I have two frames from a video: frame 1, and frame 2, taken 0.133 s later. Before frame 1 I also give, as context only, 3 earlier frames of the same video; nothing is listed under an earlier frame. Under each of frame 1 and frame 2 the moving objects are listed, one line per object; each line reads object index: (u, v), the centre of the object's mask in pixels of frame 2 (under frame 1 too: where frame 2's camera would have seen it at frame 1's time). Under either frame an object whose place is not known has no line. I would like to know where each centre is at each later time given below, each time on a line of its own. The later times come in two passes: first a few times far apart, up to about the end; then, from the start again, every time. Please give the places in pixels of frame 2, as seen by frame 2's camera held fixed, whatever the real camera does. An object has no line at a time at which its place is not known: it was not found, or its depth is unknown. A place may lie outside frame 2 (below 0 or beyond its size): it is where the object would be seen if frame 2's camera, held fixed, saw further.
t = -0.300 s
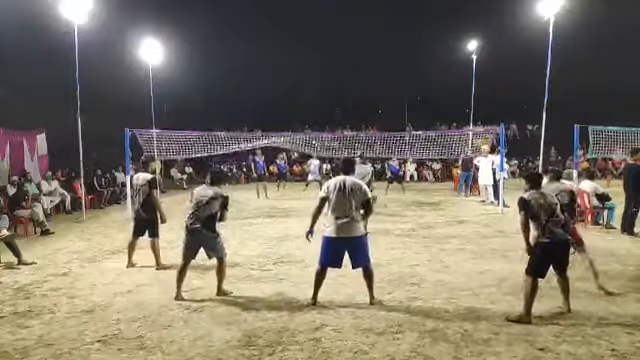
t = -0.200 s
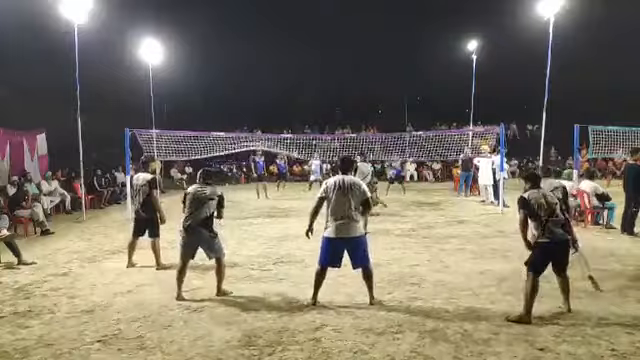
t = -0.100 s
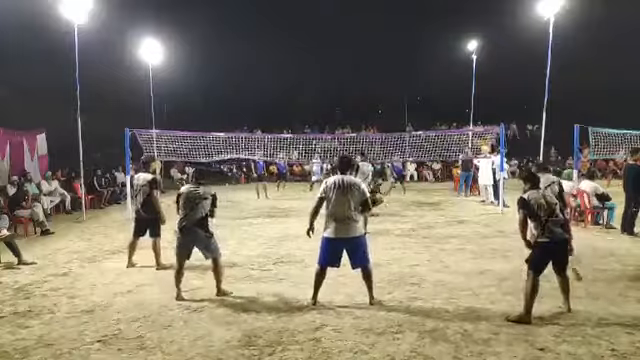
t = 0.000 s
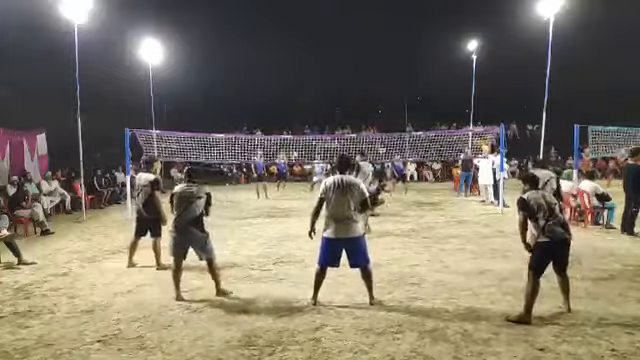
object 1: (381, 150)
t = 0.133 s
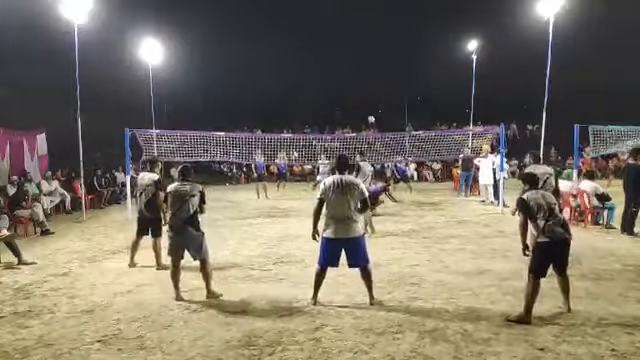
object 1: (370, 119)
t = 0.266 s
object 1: (359, 93)
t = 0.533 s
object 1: (339, 64)
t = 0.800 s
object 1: (320, 61)
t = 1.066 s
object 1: (304, 79)
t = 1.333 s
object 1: (289, 115)
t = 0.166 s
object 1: (368, 111)
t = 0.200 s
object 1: (365, 105)
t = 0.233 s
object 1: (362, 99)
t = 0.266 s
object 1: (359, 93)
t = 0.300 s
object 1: (357, 89)
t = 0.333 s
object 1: (355, 84)
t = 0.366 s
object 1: (352, 80)
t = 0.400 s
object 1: (349, 76)
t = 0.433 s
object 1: (347, 72)
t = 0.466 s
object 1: (344, 69)
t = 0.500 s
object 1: (342, 67)
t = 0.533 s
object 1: (339, 64)
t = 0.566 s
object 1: (337, 63)
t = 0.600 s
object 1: (335, 61)
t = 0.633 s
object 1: (332, 60)
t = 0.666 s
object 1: (330, 60)
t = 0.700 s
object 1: (327, 59)
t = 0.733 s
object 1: (325, 59)
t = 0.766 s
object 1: (323, 60)
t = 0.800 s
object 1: (320, 61)
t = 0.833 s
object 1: (318, 62)
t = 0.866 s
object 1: (316, 63)
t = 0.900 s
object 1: (314, 65)
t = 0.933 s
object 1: (312, 67)
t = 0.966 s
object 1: (309, 69)
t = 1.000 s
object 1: (307, 72)
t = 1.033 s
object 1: (306, 75)
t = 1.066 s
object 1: (304, 79)
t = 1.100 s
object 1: (302, 82)
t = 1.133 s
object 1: (300, 86)
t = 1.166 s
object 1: (298, 91)
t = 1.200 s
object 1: (296, 95)
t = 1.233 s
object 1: (294, 100)
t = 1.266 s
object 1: (292, 104)
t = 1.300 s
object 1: (291, 110)
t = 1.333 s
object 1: (289, 115)
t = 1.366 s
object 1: (287, 121)
